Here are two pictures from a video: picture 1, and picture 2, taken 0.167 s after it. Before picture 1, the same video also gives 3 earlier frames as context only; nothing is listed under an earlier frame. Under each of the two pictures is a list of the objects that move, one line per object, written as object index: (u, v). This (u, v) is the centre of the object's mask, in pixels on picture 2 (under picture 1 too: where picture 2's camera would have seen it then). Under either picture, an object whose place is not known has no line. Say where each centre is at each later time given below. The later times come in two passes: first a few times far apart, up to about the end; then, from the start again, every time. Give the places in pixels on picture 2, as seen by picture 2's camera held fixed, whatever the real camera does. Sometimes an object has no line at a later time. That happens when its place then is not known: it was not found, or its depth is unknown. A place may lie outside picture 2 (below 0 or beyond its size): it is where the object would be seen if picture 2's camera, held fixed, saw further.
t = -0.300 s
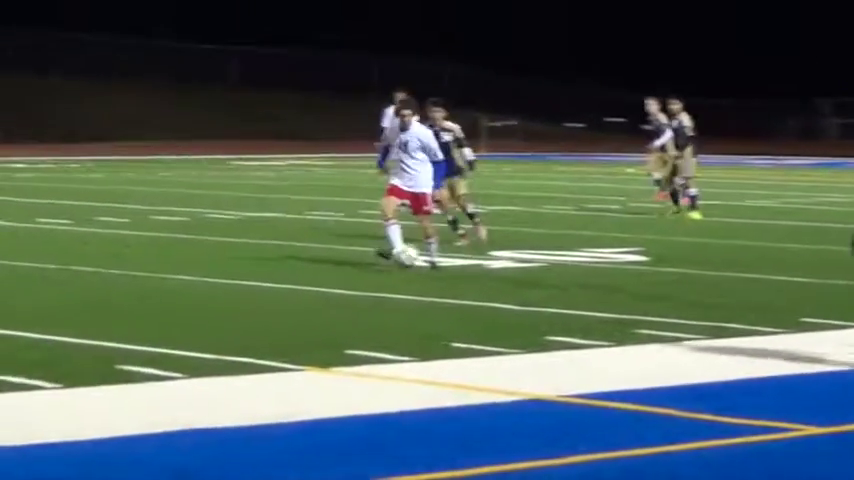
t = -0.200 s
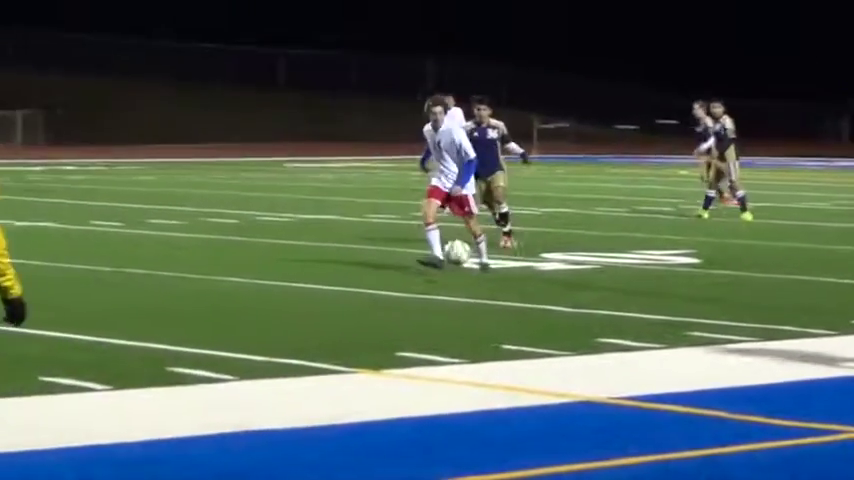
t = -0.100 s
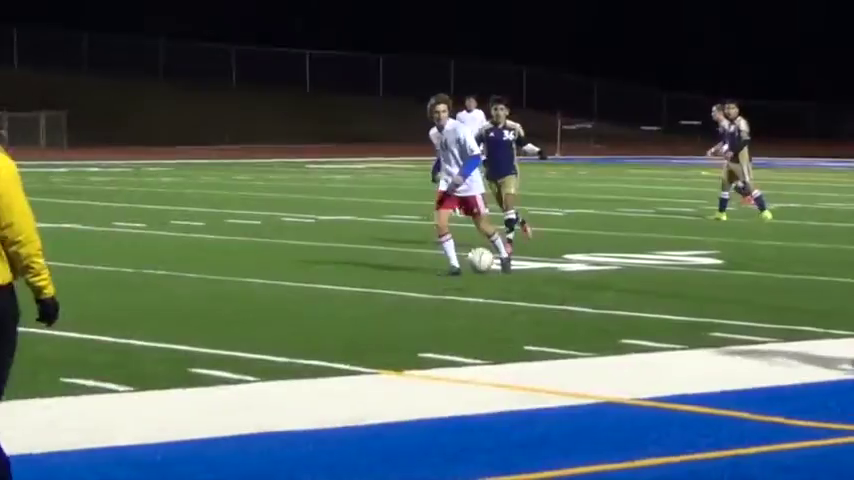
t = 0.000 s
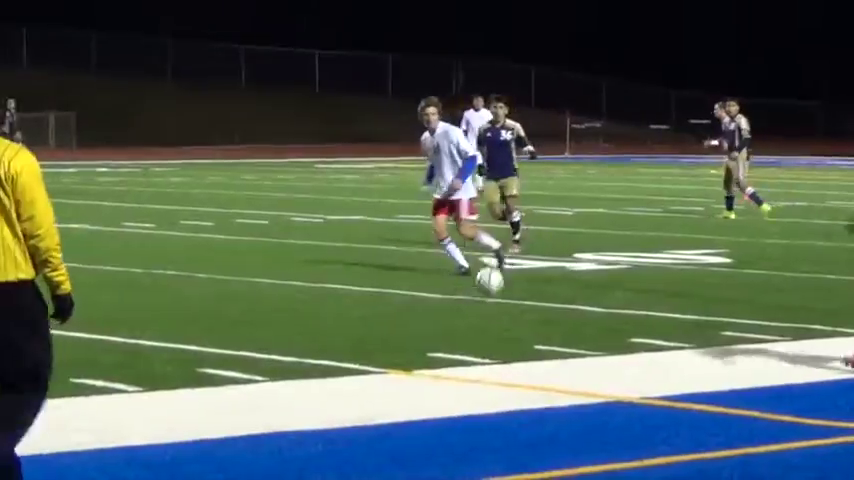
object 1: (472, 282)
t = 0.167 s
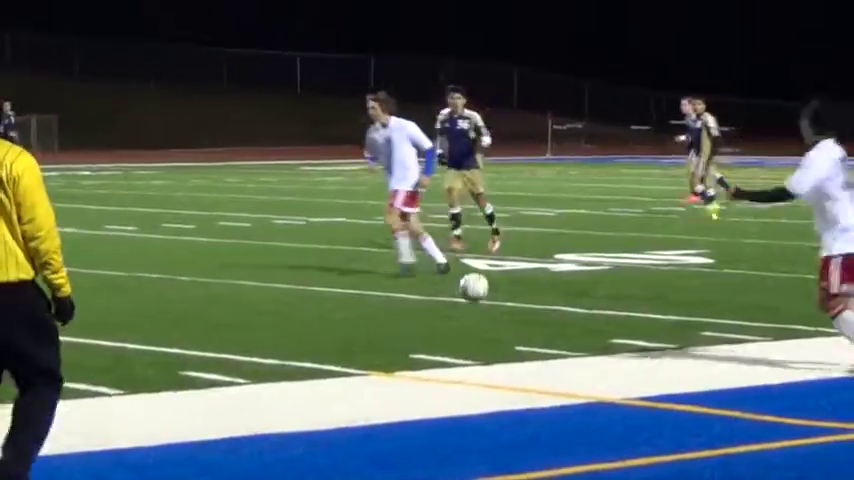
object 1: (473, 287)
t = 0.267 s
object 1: (475, 299)
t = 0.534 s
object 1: (482, 323)
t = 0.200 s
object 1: (474, 290)
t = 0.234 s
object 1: (475, 293)
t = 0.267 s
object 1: (475, 299)
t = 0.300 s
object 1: (477, 306)
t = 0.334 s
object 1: (476, 307)
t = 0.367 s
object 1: (477, 306)
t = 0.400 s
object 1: (478, 307)
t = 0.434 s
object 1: (479, 308)
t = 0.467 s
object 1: (480, 310)
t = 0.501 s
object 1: (481, 316)
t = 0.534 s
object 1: (482, 323)
